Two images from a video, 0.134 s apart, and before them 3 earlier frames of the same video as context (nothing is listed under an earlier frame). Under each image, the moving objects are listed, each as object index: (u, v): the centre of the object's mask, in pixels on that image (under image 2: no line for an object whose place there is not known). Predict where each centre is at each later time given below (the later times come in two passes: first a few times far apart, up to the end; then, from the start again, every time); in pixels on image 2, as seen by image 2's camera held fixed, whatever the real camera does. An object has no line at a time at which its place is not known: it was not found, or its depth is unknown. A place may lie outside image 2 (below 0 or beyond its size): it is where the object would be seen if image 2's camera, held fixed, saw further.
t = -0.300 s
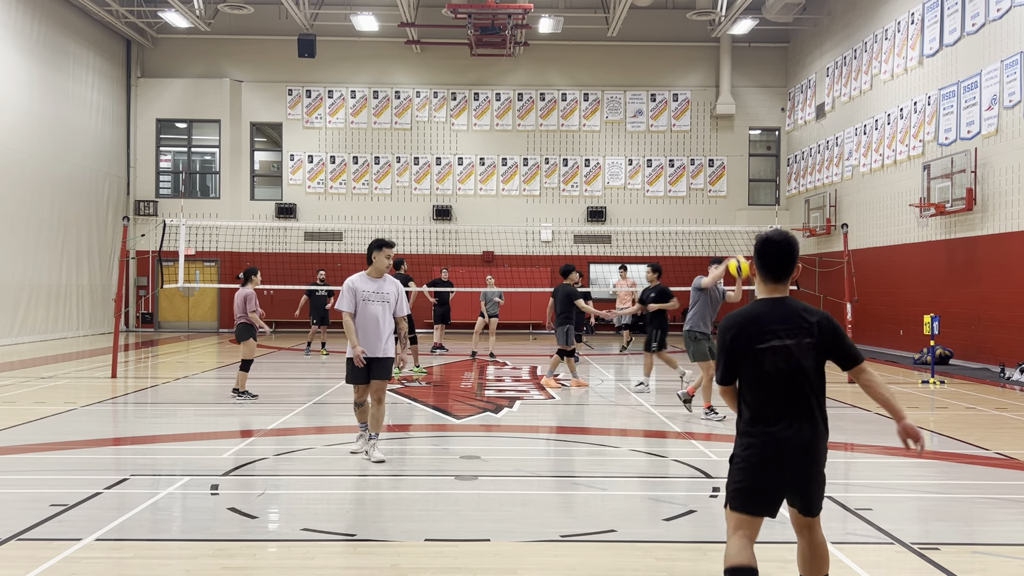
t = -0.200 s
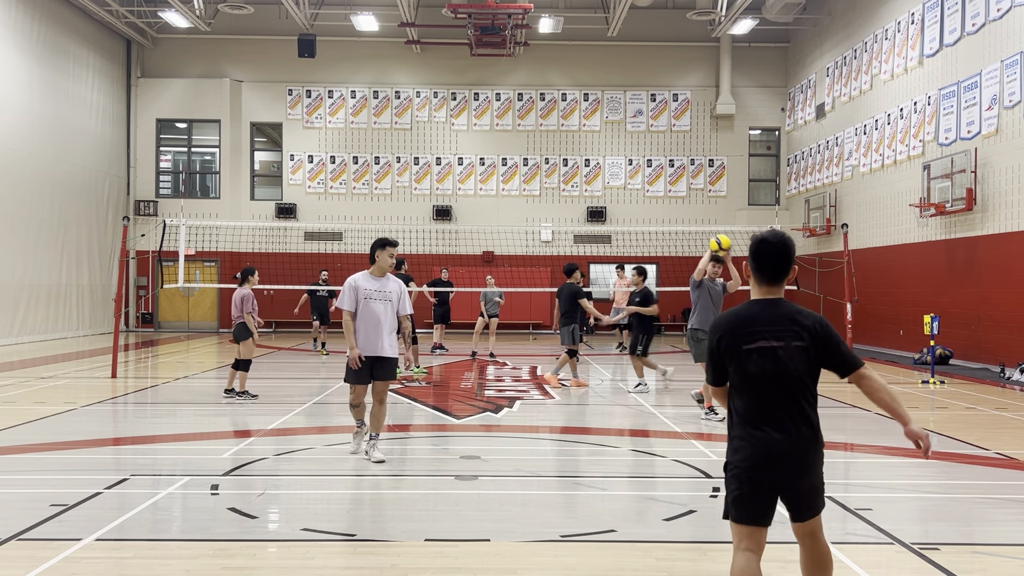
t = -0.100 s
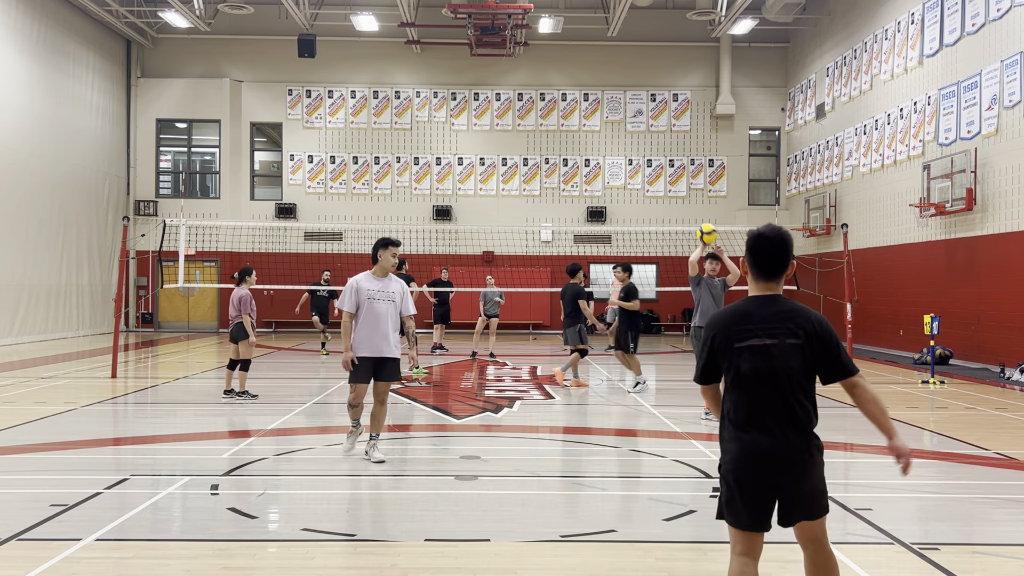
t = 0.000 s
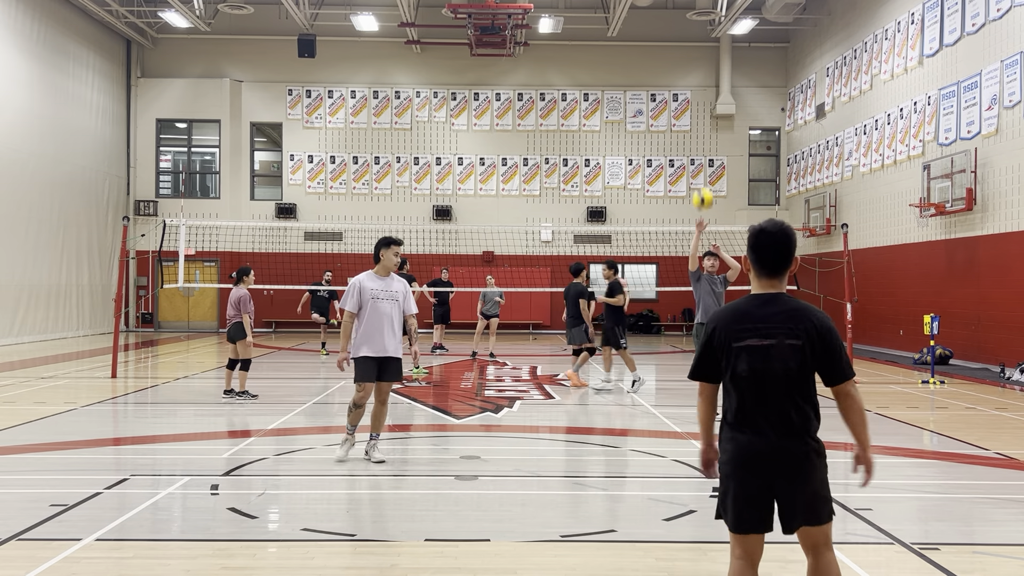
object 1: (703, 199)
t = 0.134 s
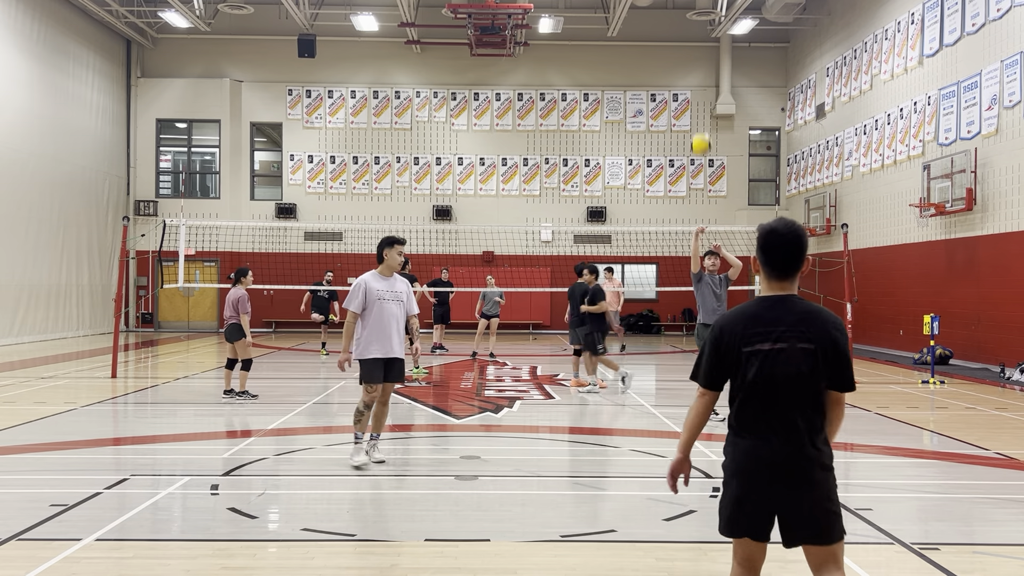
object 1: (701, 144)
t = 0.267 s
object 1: (698, 100)
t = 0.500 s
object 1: (693, 60)
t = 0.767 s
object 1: (684, 92)
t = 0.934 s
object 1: (678, 174)
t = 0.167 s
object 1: (700, 132)
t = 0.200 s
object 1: (699, 120)
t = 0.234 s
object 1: (699, 110)
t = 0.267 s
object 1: (698, 100)
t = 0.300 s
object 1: (697, 91)
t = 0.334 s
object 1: (697, 83)
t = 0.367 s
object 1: (696, 77)
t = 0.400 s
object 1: (695, 71)
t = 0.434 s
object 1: (694, 66)
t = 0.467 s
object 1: (694, 63)
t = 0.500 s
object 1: (693, 60)
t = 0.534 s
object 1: (692, 59)
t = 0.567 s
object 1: (691, 59)
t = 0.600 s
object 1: (690, 61)
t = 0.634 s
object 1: (689, 63)
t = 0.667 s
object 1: (688, 68)
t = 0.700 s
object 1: (687, 74)
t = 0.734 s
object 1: (685, 82)
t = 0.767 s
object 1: (684, 92)
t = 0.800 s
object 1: (683, 104)
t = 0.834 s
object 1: (682, 118)
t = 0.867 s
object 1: (681, 134)
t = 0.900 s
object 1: (679, 152)
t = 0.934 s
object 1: (678, 174)
